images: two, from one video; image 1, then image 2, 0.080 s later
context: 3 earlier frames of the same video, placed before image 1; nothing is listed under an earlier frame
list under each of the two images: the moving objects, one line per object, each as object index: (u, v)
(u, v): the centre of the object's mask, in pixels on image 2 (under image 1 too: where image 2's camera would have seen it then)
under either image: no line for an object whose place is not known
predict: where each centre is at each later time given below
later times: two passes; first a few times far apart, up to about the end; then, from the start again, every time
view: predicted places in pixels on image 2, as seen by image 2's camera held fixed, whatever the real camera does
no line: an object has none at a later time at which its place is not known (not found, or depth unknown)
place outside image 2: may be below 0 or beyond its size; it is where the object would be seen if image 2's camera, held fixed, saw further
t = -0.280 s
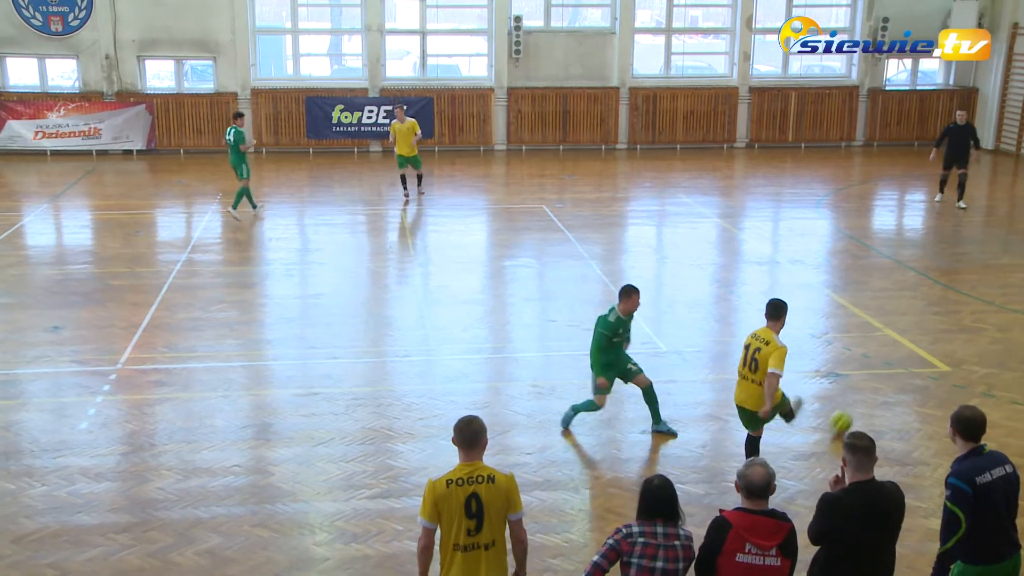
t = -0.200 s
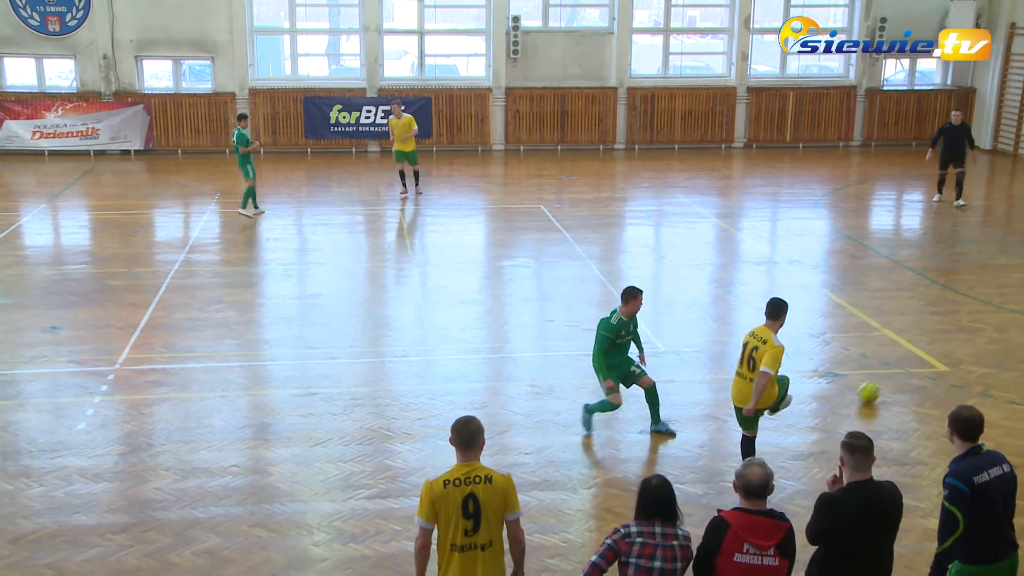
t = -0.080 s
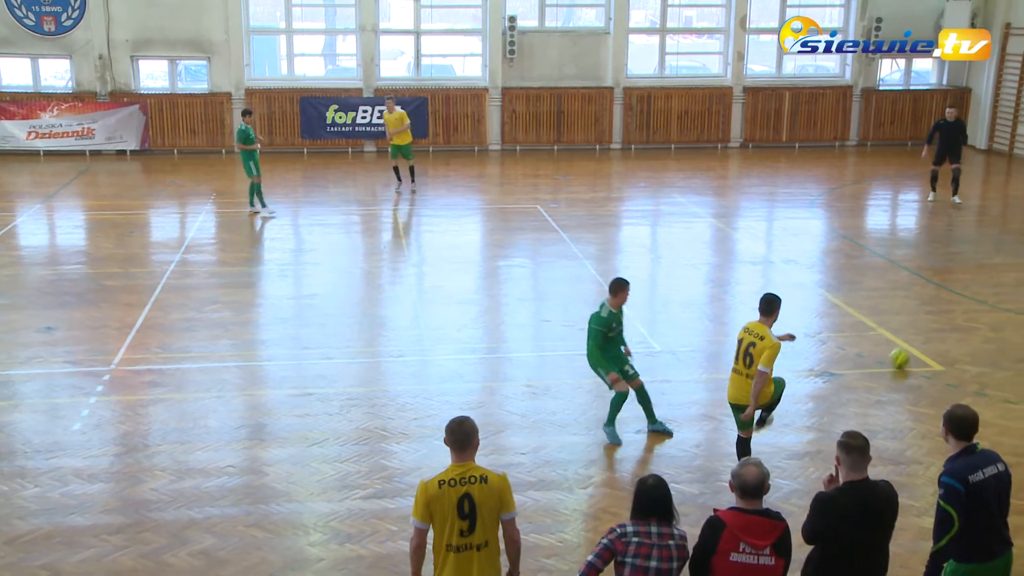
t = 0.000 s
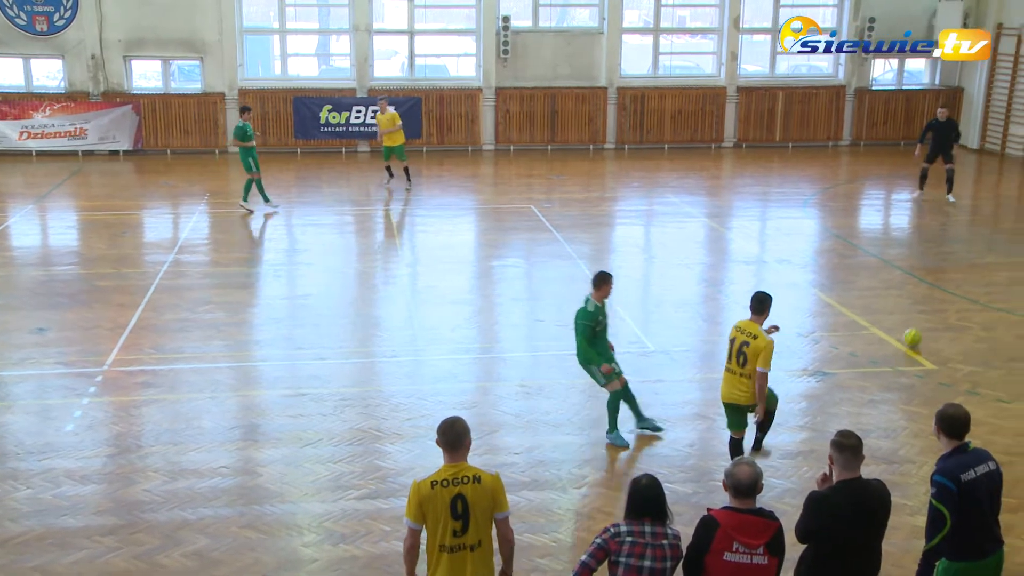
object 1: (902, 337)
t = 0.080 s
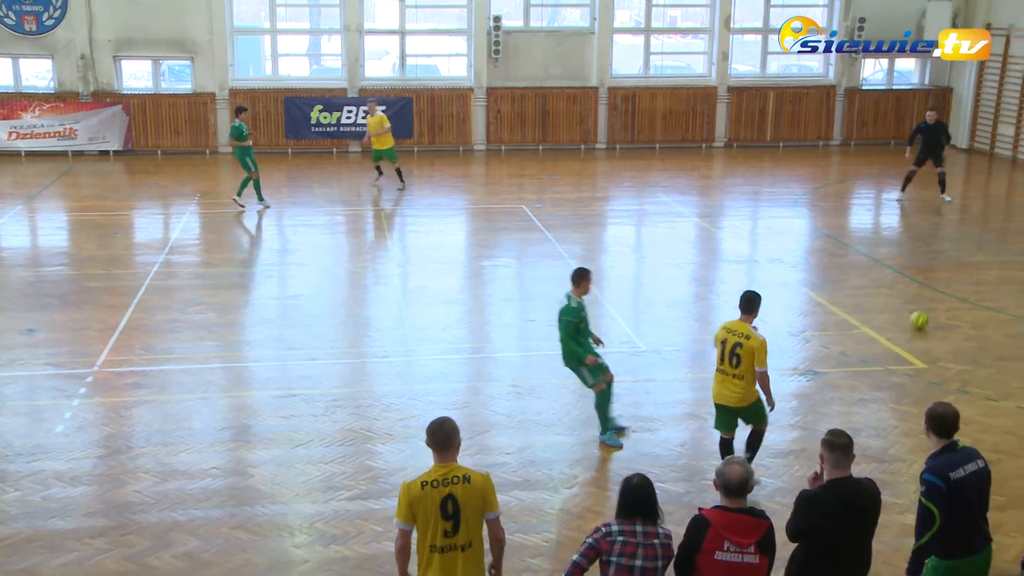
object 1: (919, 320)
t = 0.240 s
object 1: (946, 293)
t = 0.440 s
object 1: (971, 267)
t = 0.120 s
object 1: (926, 313)
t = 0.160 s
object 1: (933, 306)
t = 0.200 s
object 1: (940, 299)
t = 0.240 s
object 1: (946, 293)
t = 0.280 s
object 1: (951, 288)
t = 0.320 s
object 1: (957, 282)
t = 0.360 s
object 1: (962, 276)
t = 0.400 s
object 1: (967, 272)
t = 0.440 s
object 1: (971, 267)
